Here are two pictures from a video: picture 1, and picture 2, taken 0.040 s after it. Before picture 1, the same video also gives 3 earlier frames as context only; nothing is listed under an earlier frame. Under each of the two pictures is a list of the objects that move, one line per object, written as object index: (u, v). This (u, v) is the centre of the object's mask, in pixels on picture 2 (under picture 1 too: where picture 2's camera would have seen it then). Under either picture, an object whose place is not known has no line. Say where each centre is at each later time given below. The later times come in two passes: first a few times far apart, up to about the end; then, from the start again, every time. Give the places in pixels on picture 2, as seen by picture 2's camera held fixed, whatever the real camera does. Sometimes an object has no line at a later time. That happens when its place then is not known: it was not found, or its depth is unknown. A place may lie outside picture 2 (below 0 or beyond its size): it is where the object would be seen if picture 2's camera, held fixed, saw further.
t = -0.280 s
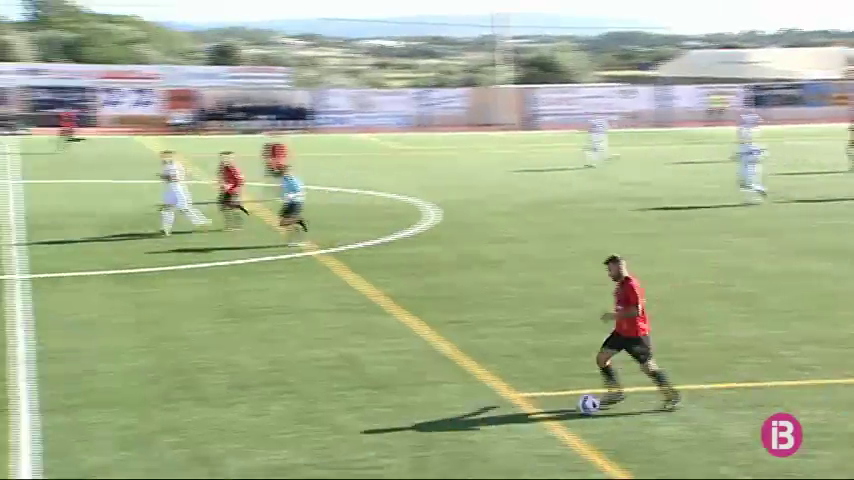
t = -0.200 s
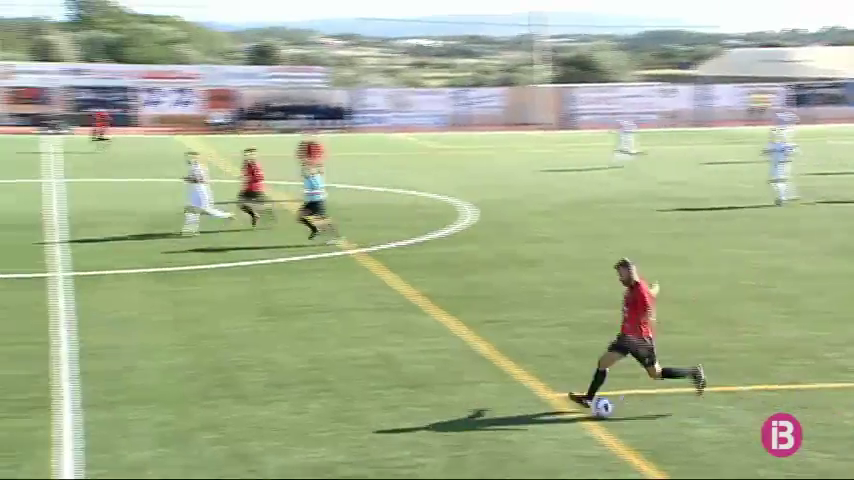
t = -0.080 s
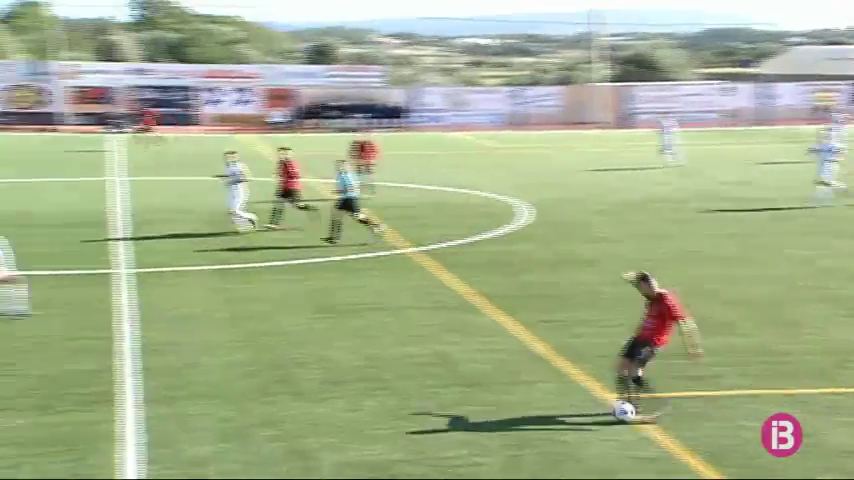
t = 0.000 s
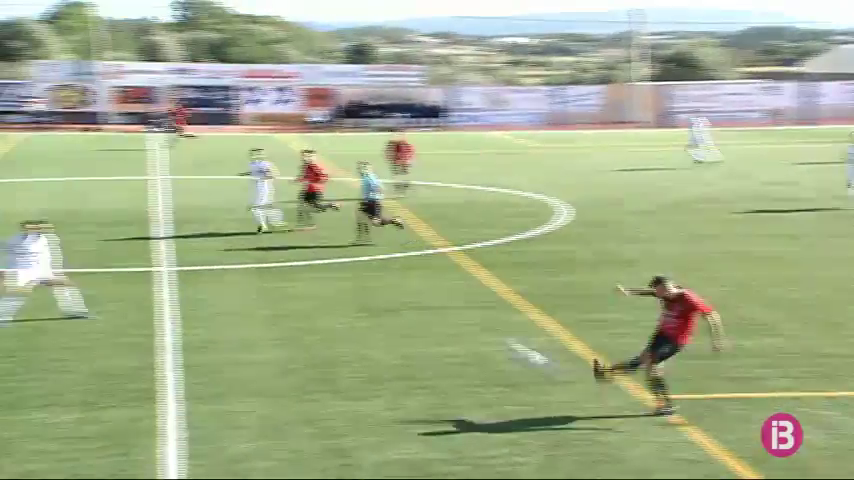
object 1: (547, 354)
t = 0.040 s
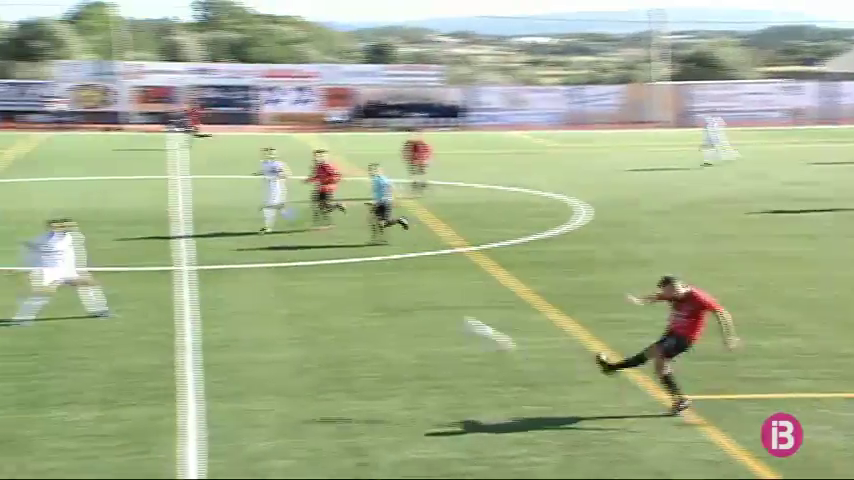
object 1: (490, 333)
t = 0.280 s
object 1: (116, 213)
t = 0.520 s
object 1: (-238, 143)
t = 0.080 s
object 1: (421, 308)
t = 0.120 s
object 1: (361, 287)
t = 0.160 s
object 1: (298, 267)
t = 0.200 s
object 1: (235, 247)
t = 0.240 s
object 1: (174, 229)
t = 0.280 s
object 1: (116, 213)
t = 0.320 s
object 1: (56, 201)
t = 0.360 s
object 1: (-6, 186)
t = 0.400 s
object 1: (-65, 173)
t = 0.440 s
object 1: (-122, 162)
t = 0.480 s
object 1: (-181, 151)
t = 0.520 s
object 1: (-238, 143)
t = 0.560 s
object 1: (-296, 137)
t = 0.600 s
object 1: (-357, 128)
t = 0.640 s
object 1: (-413, 123)
